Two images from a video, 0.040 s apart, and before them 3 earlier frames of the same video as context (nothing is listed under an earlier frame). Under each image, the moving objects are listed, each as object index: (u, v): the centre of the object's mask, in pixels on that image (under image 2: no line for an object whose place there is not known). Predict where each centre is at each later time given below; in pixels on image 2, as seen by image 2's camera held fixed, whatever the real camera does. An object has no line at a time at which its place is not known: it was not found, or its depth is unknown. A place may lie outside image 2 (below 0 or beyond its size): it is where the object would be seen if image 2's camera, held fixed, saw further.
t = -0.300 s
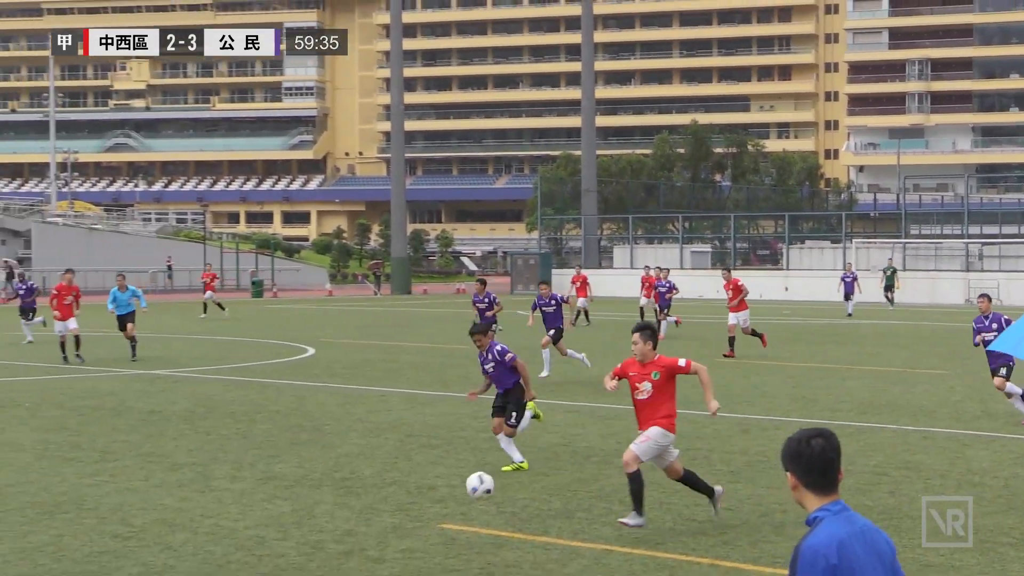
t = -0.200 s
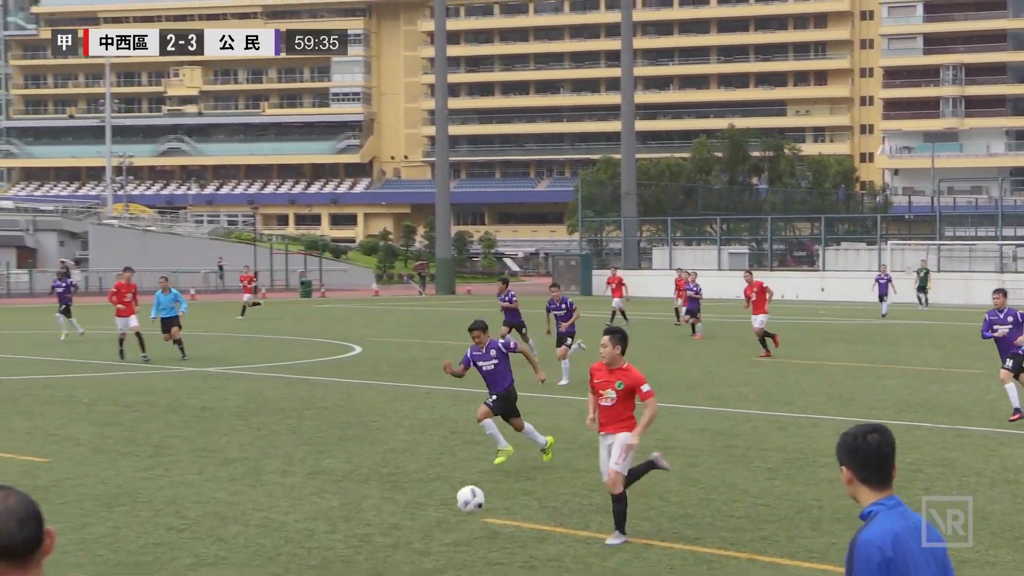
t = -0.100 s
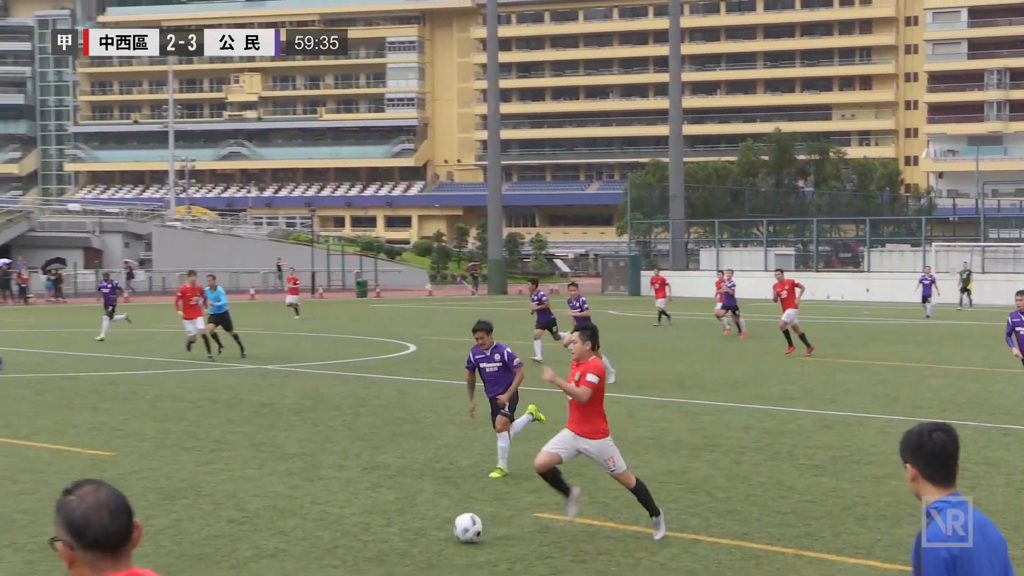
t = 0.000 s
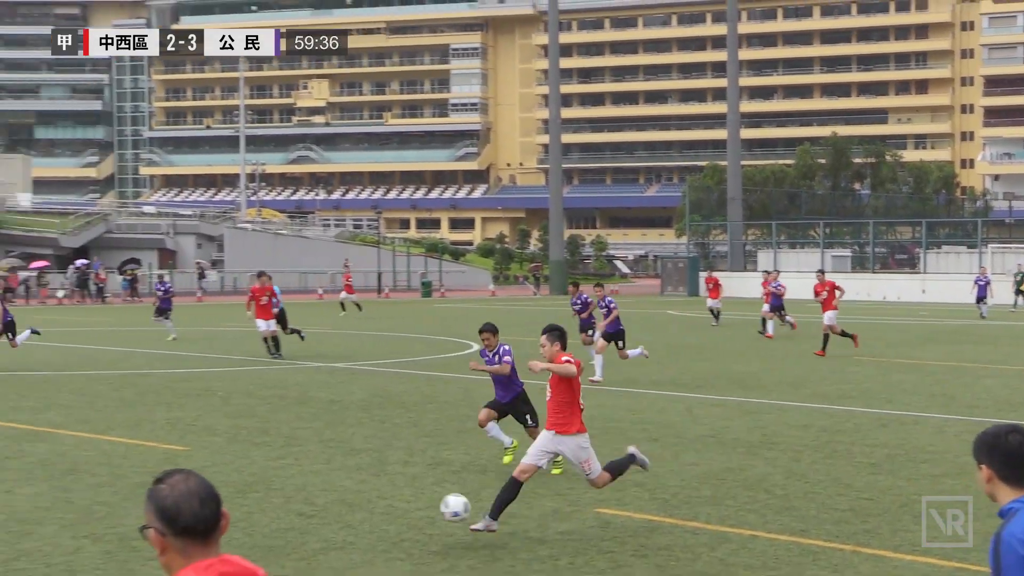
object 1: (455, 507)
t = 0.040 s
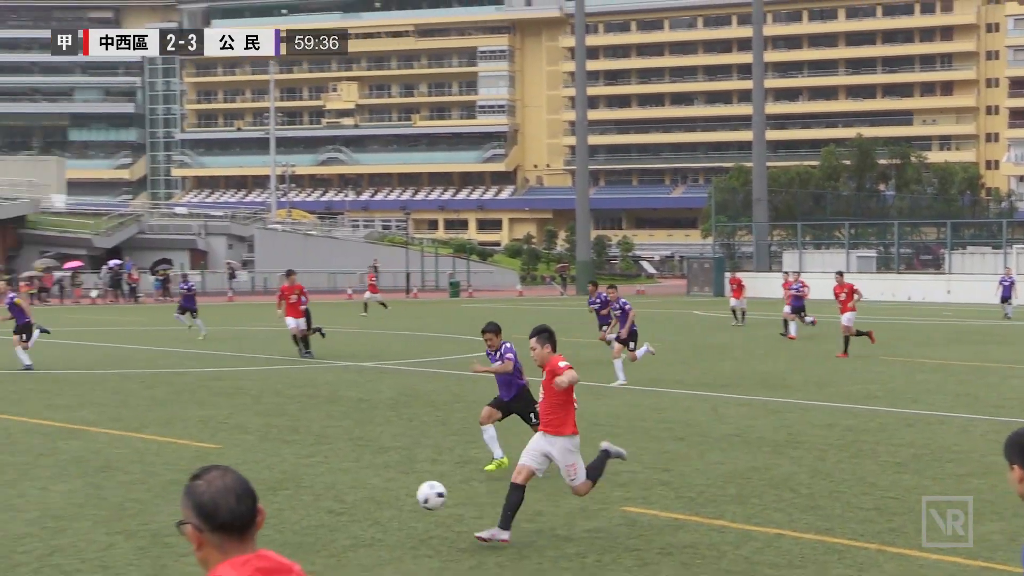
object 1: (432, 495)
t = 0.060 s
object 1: (405, 490)
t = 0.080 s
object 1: (378, 487)
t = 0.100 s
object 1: (351, 484)
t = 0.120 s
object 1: (324, 481)
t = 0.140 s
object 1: (295, 480)
